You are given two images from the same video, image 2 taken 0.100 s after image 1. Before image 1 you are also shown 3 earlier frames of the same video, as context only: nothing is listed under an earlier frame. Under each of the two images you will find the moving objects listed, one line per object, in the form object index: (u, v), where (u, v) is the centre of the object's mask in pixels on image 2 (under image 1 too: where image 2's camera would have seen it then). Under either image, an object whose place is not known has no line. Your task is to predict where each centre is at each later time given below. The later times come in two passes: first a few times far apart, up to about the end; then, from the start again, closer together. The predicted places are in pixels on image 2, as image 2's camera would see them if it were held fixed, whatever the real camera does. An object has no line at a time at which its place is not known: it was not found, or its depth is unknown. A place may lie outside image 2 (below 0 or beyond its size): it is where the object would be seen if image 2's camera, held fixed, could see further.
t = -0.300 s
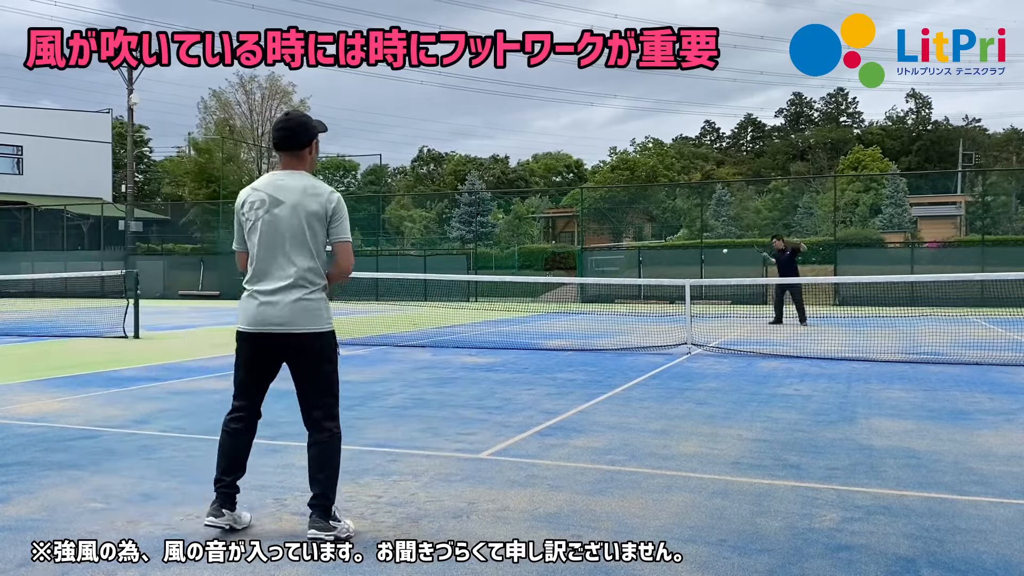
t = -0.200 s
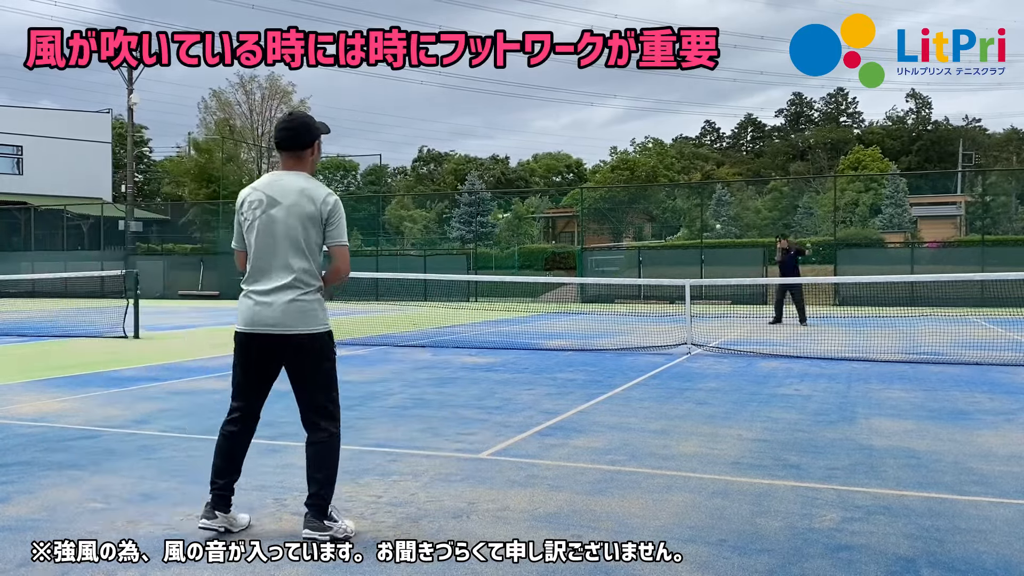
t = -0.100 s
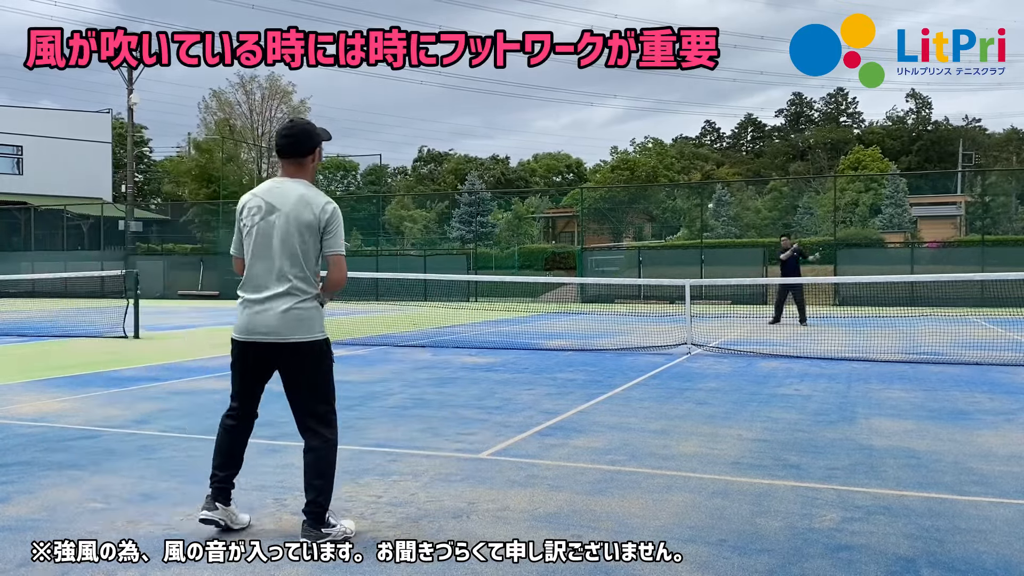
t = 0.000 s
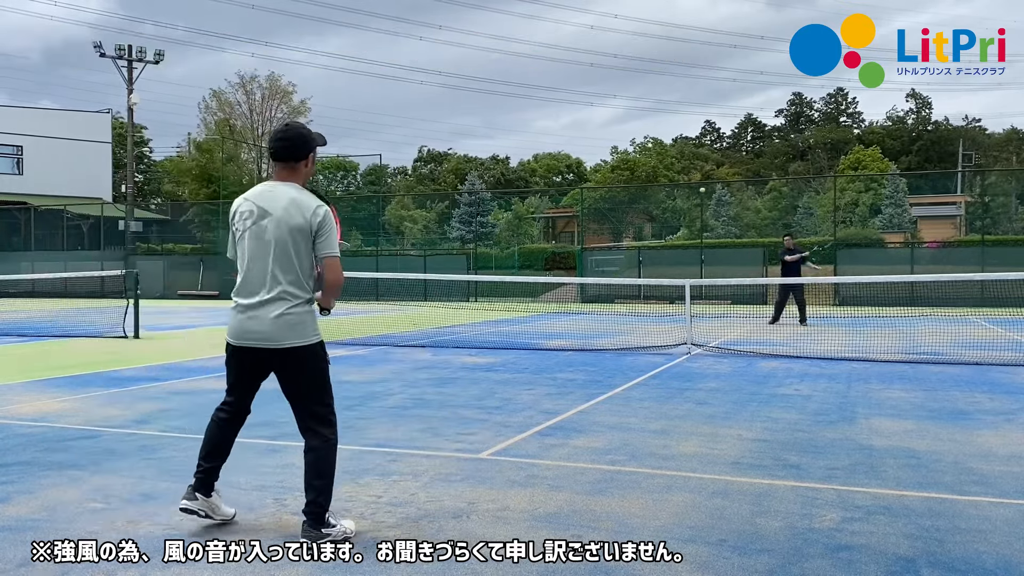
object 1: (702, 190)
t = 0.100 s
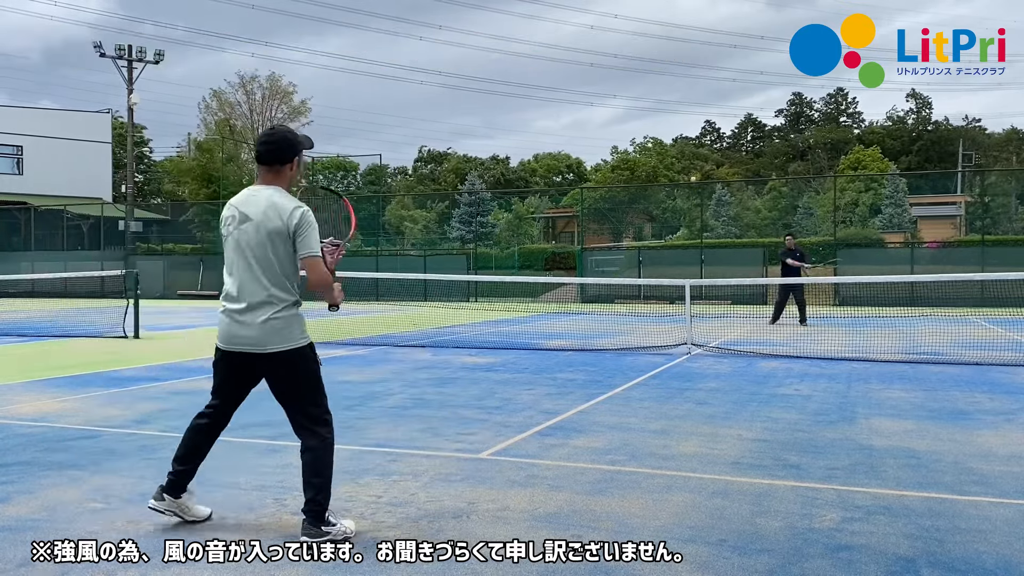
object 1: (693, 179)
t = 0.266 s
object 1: (675, 178)
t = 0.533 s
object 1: (634, 240)
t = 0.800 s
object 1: (571, 399)
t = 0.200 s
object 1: (683, 176)
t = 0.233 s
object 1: (679, 177)
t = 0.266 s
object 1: (675, 178)
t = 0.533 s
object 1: (634, 240)
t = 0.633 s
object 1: (613, 297)
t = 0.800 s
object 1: (571, 399)
